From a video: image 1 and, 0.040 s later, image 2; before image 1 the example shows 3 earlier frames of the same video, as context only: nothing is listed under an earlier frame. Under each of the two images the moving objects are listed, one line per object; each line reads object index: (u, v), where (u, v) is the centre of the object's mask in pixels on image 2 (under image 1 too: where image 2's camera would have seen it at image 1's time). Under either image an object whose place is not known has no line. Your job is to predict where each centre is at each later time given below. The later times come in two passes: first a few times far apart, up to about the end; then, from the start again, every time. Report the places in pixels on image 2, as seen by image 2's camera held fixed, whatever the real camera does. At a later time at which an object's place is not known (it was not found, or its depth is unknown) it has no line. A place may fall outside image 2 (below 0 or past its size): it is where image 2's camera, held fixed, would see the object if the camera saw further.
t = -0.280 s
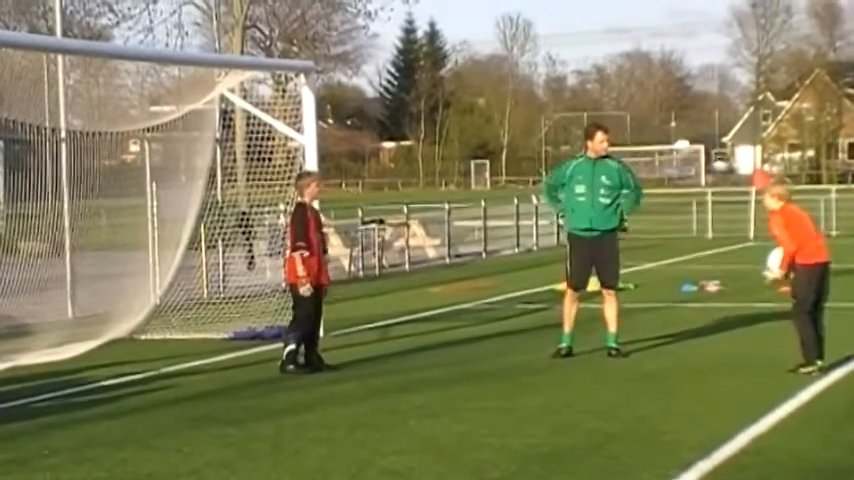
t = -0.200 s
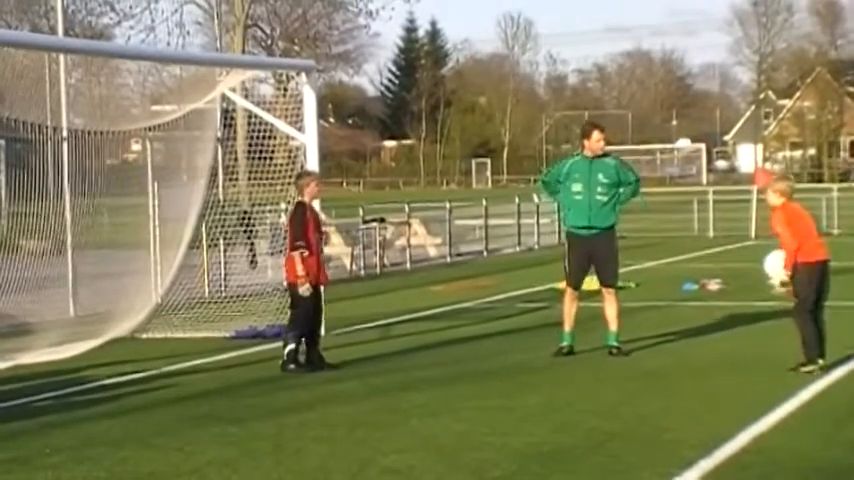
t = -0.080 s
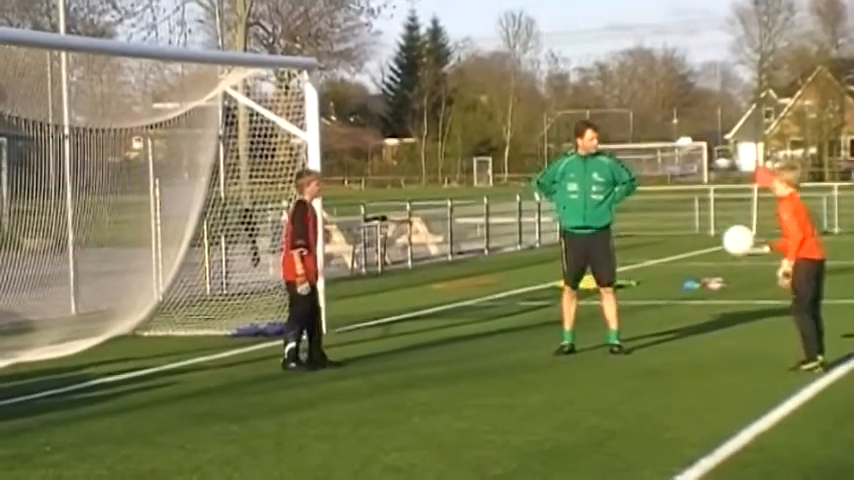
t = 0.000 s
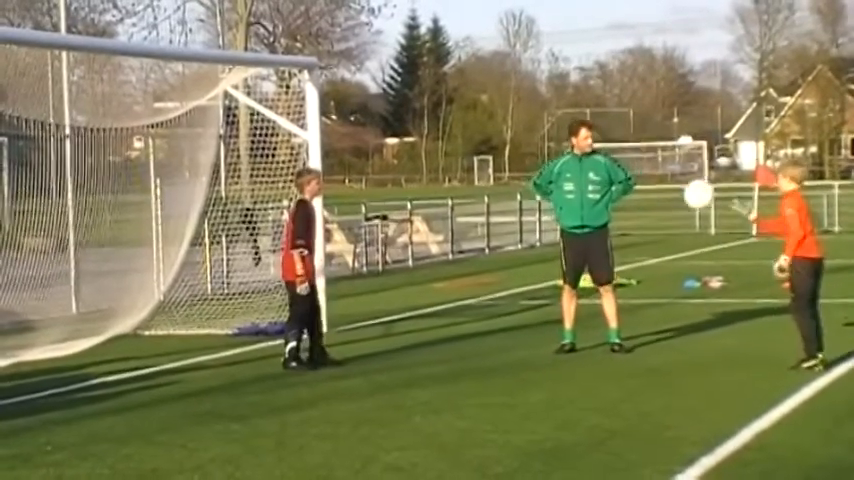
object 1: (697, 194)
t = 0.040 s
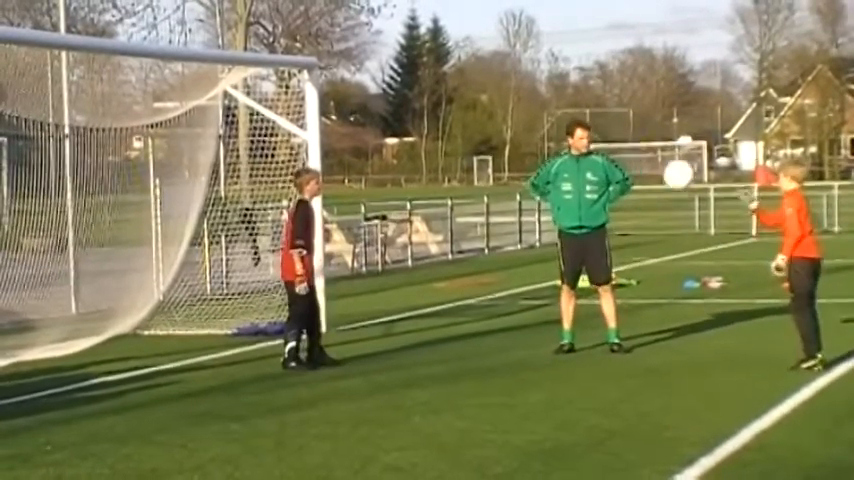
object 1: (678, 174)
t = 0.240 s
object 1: (583, 109)
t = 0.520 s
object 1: (459, 109)
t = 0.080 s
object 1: (658, 157)
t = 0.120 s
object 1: (639, 141)
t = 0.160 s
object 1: (620, 128)
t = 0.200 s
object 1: (601, 117)
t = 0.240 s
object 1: (583, 109)
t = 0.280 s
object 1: (564, 102)
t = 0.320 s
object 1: (546, 98)
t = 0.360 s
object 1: (528, 96)
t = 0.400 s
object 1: (510, 96)
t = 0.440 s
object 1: (492, 99)
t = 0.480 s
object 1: (475, 103)
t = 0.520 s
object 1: (459, 109)
